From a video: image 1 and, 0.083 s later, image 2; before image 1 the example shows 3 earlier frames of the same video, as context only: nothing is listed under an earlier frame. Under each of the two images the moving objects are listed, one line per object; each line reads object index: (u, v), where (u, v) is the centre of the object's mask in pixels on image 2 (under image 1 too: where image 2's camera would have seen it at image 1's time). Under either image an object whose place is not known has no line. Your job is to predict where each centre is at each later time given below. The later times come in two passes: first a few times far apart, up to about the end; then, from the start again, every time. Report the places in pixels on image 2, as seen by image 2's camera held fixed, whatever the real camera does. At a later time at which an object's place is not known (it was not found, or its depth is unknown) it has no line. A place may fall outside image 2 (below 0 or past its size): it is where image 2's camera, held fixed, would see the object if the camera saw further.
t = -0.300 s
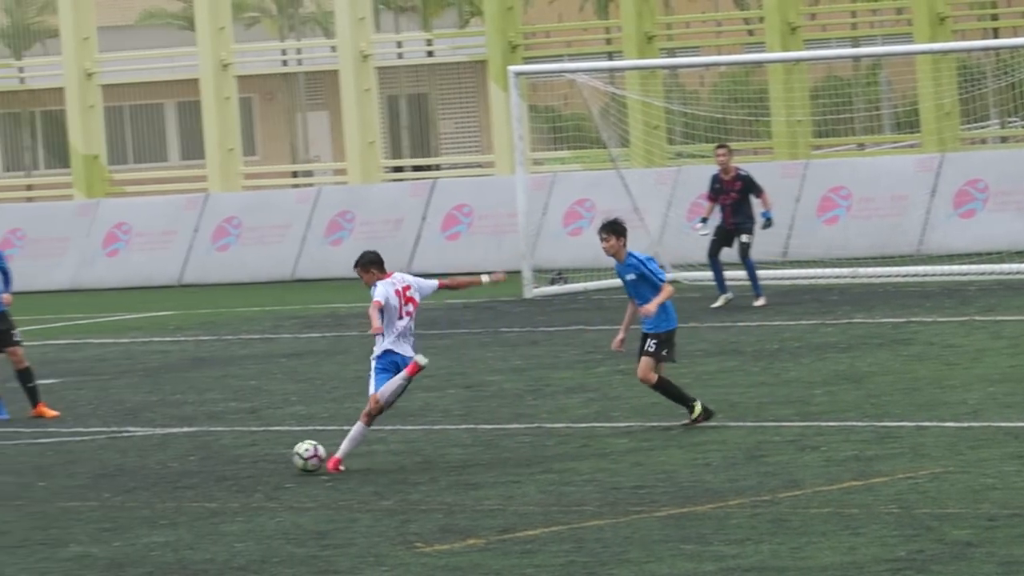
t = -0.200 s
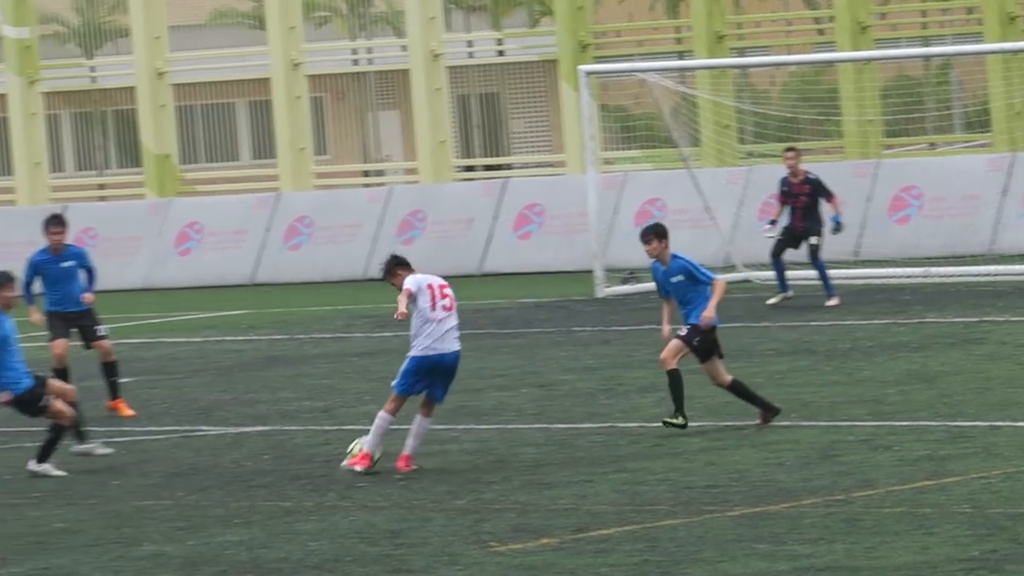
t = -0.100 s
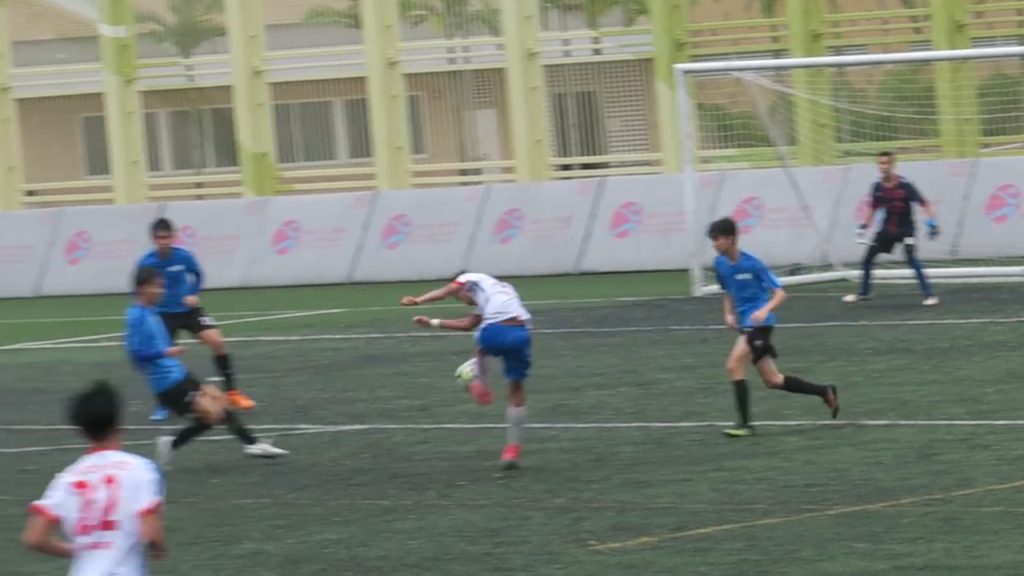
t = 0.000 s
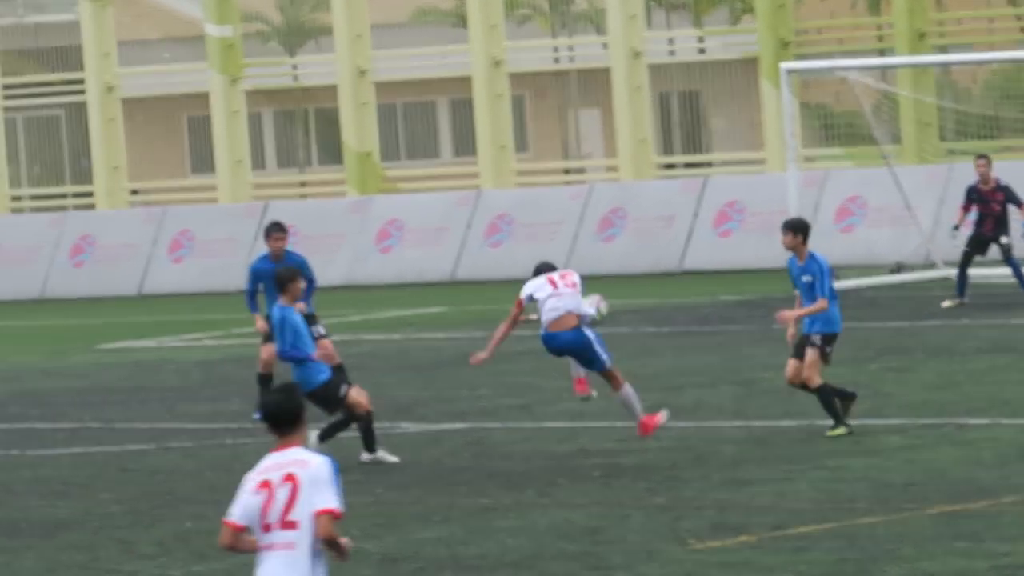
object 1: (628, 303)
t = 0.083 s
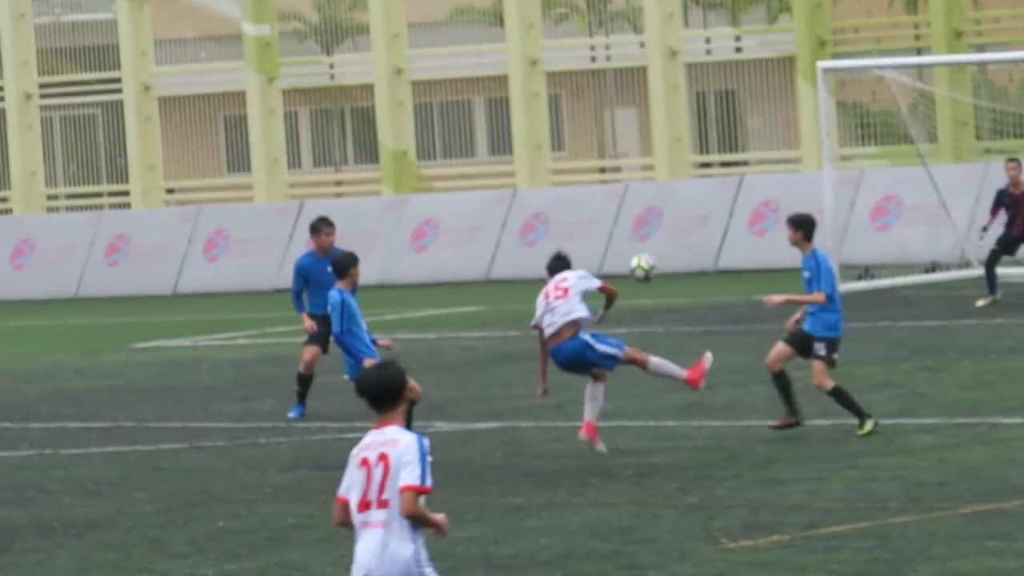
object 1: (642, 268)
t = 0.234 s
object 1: (679, 212)
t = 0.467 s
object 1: (745, 168)
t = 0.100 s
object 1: (647, 261)
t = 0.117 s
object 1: (651, 254)
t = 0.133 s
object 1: (655, 247)
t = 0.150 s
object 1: (658, 241)
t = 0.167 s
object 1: (663, 235)
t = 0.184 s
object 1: (667, 229)
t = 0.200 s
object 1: (670, 223)
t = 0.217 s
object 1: (675, 217)
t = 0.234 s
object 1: (679, 212)
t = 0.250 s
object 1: (684, 208)
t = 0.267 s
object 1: (688, 203)
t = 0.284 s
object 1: (692, 199)
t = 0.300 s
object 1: (696, 194)
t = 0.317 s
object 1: (701, 191)
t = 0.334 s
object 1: (706, 187)
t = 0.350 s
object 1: (710, 184)
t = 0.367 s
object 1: (715, 181)
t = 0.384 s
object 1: (720, 178)
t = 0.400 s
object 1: (725, 175)
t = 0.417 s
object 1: (730, 172)
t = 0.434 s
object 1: (735, 171)
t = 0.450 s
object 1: (740, 169)
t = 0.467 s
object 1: (745, 168)
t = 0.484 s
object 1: (750, 166)
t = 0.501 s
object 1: (754, 166)
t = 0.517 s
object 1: (760, 164)
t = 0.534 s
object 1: (765, 164)
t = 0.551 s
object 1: (770, 163)
